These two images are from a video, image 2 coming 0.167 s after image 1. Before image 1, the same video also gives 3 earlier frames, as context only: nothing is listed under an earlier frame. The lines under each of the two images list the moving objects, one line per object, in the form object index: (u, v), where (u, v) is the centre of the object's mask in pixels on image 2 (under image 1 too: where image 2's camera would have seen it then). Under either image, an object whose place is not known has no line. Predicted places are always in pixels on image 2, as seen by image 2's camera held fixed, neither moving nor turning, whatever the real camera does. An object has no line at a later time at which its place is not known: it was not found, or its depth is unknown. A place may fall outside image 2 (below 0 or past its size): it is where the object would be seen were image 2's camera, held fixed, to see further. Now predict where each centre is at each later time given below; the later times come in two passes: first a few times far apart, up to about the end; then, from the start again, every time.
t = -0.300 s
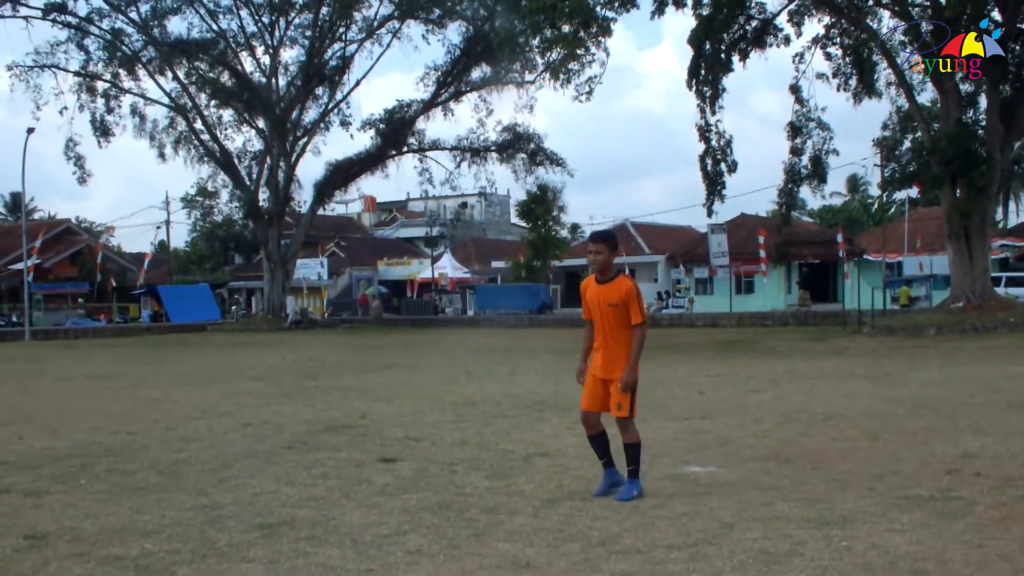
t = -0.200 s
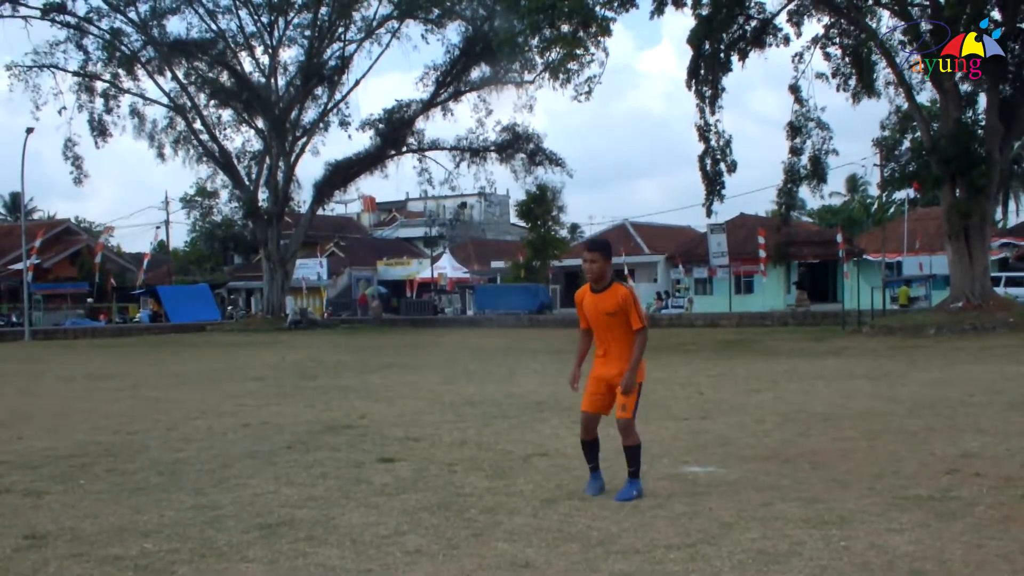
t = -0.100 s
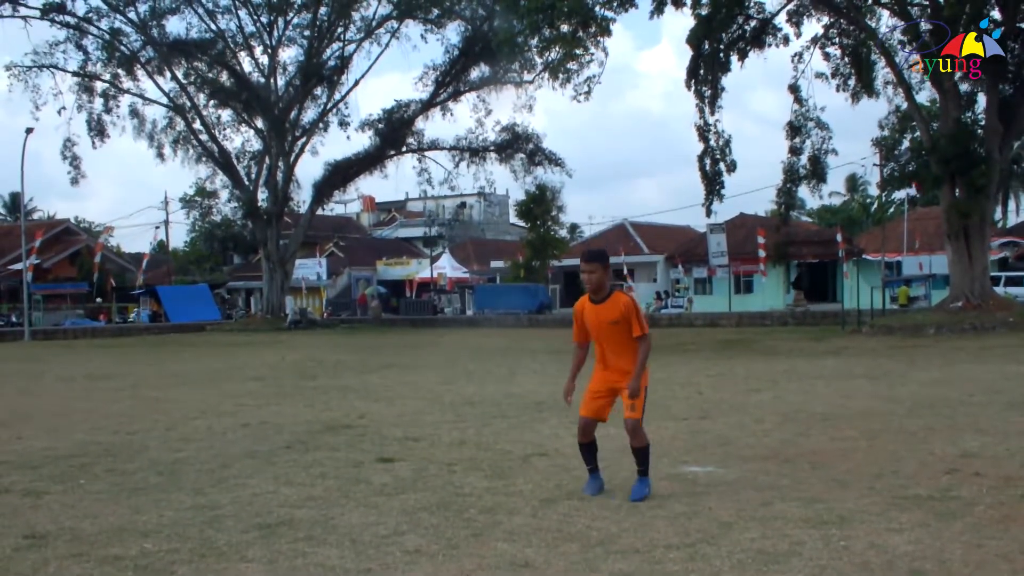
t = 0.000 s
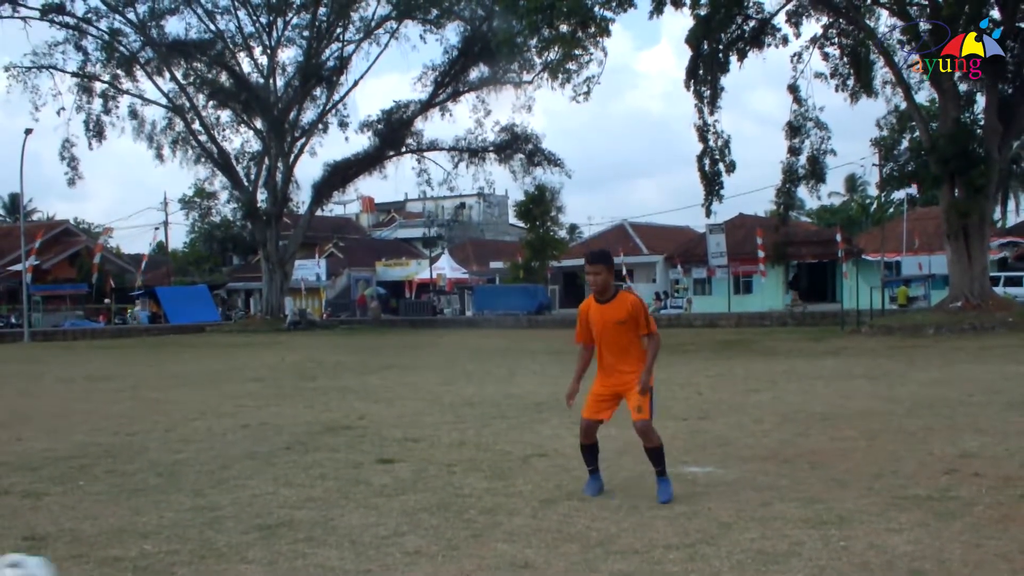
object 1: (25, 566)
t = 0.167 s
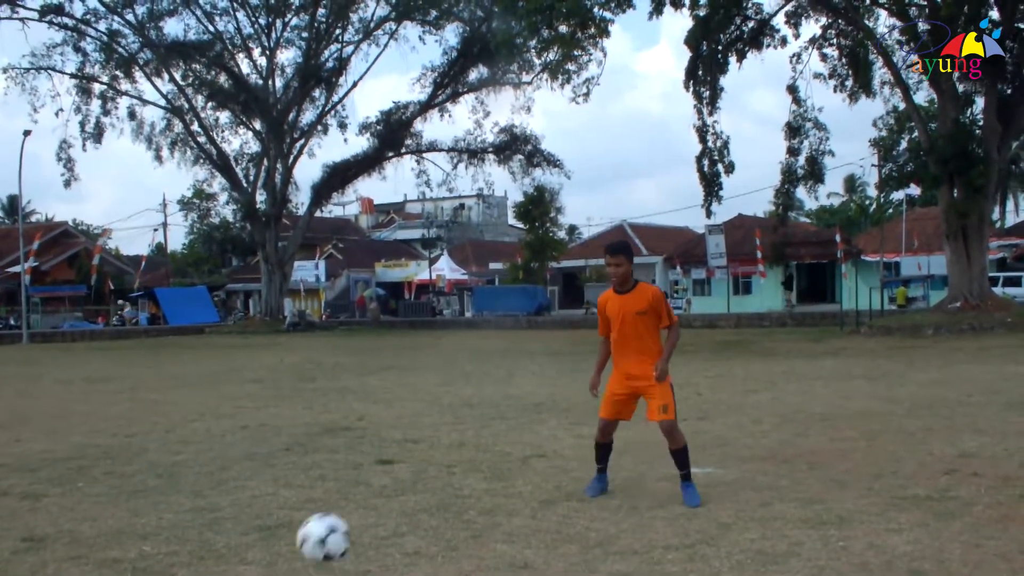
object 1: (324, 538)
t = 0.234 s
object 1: (382, 494)
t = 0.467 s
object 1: (552, 432)
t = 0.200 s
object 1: (353, 513)
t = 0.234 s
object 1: (382, 494)
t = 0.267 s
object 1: (409, 478)
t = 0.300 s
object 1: (435, 462)
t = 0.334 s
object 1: (460, 450)
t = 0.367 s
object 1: (485, 443)
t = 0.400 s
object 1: (508, 437)
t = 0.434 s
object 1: (530, 432)
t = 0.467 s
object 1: (552, 432)
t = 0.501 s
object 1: (573, 433)
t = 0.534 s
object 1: (593, 435)
